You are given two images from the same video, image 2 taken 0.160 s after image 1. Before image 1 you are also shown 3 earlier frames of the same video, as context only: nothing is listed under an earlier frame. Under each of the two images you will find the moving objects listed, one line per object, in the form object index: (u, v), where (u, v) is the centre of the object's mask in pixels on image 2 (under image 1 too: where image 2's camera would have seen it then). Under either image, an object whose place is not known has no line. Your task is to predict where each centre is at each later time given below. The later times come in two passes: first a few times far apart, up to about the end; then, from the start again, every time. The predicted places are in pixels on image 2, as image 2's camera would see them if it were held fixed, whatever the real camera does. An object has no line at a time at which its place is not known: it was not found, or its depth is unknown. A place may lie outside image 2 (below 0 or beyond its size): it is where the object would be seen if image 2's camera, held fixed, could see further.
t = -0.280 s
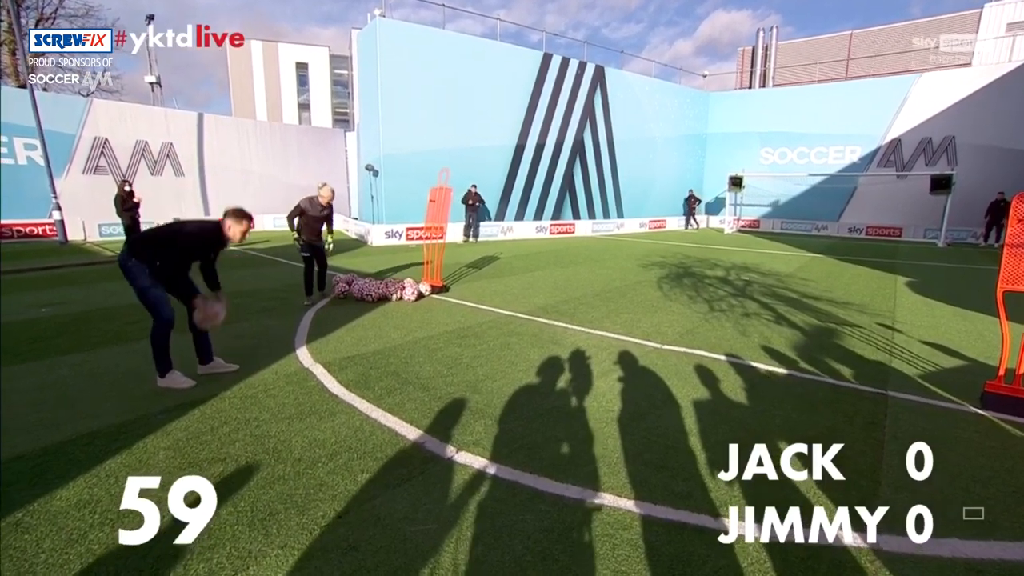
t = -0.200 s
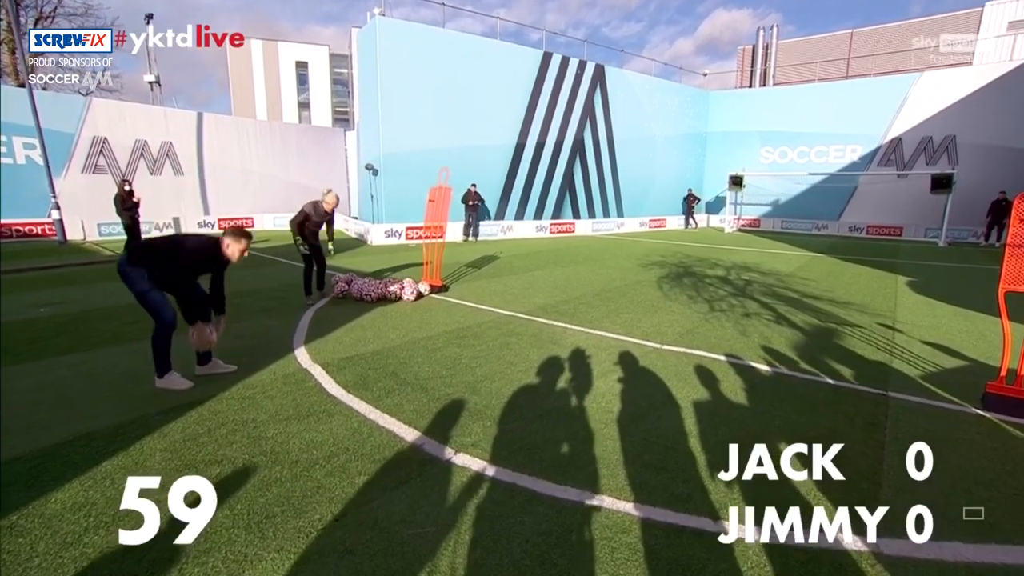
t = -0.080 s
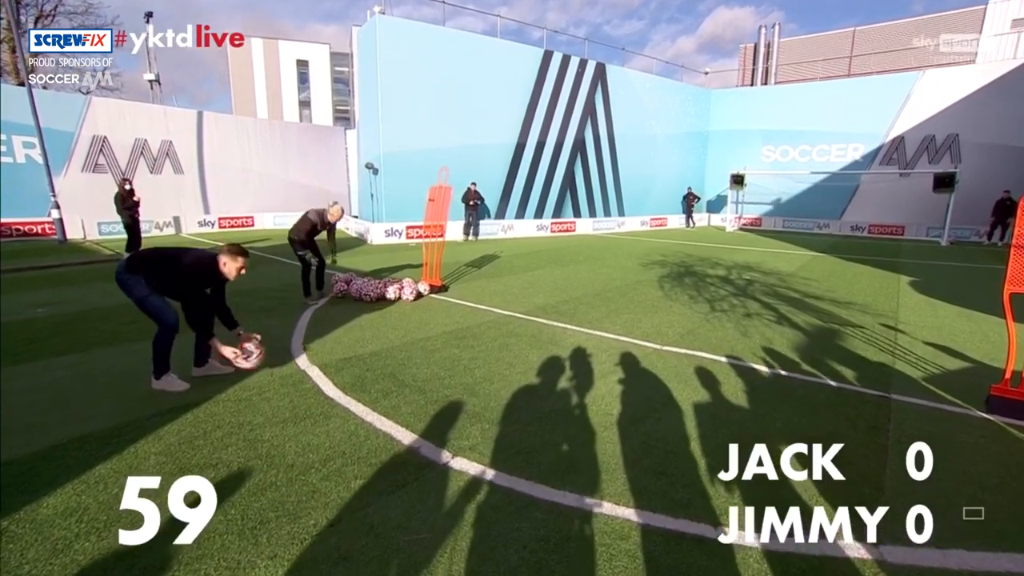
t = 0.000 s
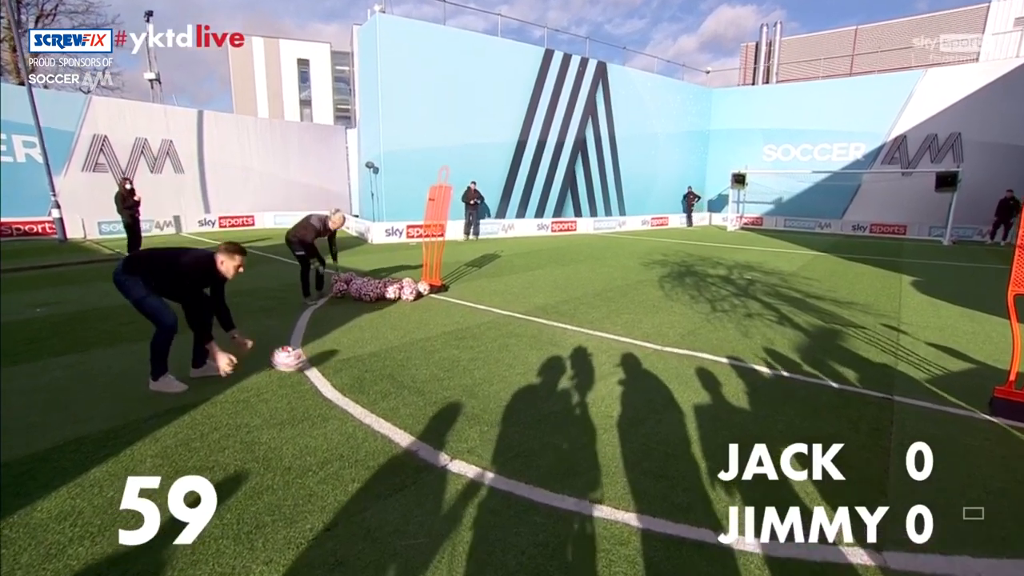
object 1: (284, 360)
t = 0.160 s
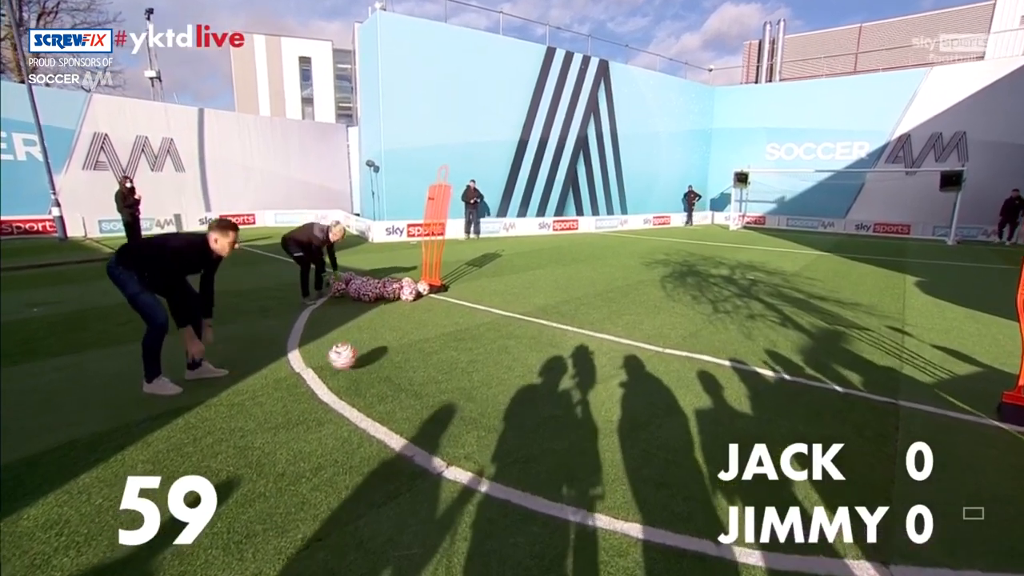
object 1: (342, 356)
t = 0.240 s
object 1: (366, 356)
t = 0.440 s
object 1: (408, 359)
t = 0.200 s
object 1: (354, 355)
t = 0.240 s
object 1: (366, 356)
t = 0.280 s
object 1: (377, 358)
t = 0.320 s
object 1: (388, 362)
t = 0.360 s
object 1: (395, 360)
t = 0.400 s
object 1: (402, 359)
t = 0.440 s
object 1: (408, 359)
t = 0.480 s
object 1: (414, 360)
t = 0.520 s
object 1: (418, 358)
